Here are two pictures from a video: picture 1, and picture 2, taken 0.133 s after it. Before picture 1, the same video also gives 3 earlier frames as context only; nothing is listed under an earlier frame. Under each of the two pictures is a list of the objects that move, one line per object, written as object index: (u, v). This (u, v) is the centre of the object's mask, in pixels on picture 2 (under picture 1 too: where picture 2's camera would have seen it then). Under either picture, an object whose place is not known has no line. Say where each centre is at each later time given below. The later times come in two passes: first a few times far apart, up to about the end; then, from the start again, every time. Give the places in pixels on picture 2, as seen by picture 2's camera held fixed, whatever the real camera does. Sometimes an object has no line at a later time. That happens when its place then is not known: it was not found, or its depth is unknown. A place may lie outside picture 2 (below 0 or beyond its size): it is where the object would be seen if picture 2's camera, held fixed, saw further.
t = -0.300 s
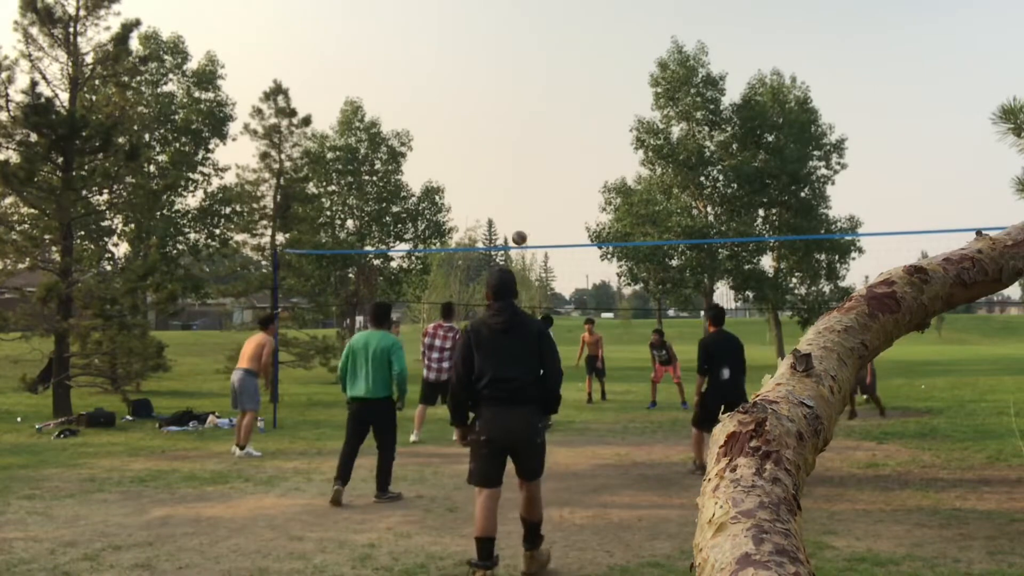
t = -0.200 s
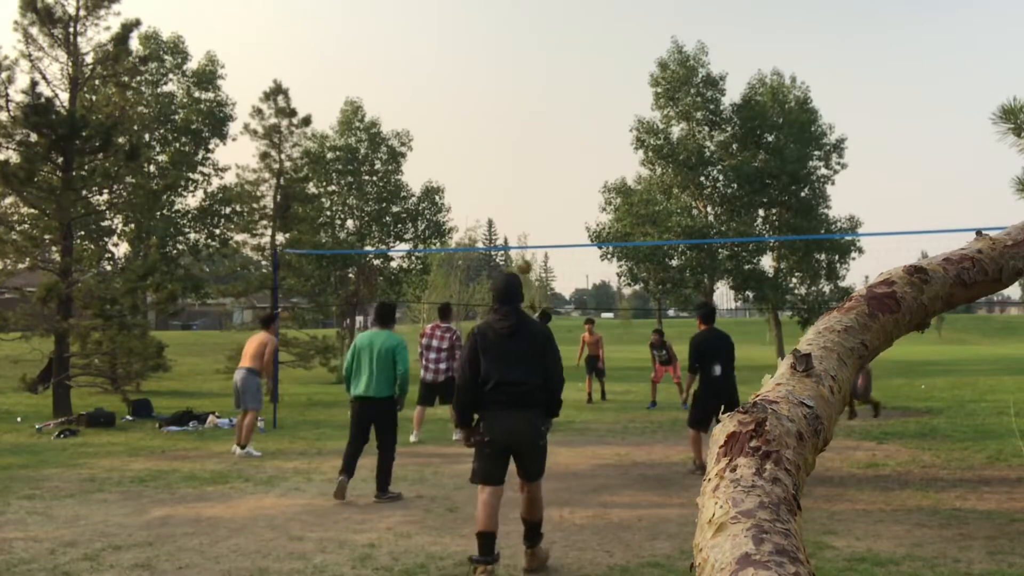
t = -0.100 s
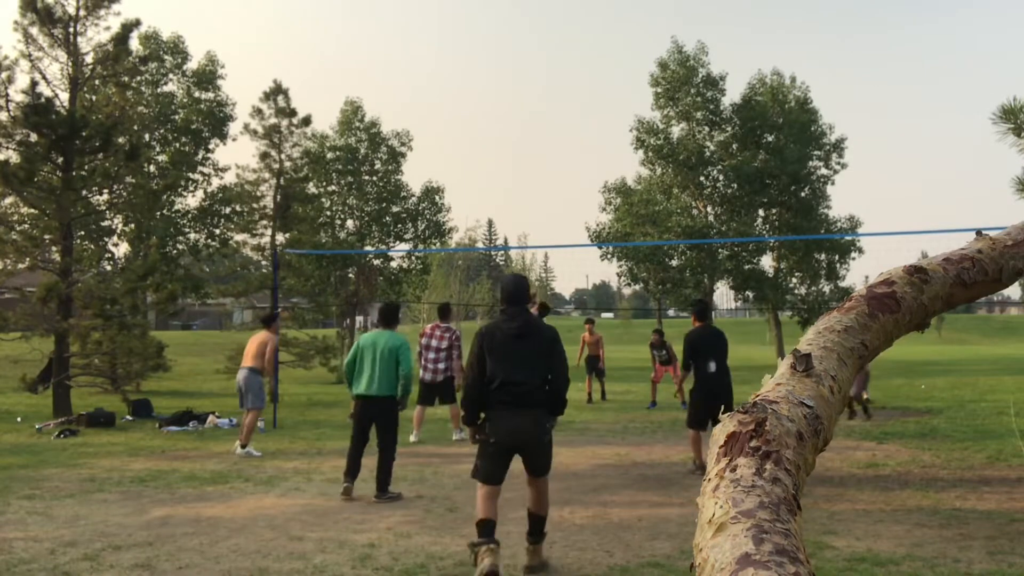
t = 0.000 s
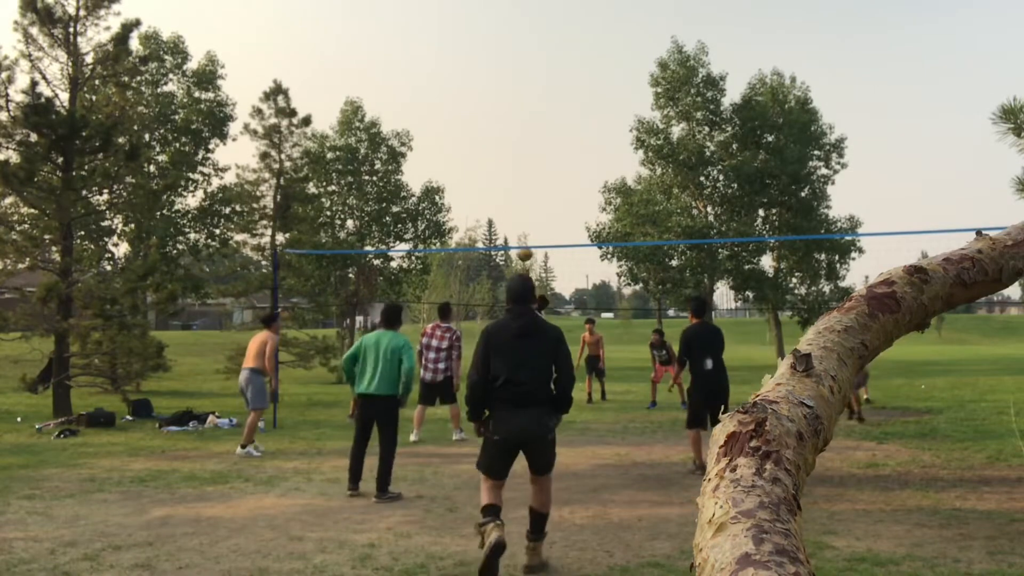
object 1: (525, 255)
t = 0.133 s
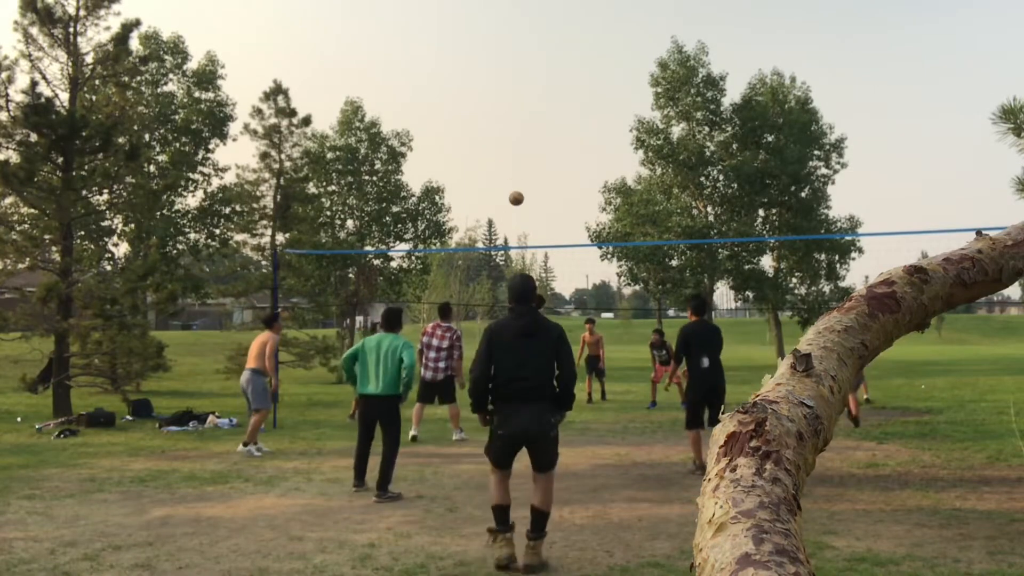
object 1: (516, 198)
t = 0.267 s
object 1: (508, 156)
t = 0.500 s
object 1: (495, 113)
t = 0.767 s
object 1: (481, 109)
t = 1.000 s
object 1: (468, 145)
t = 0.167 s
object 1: (514, 186)
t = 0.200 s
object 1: (512, 175)
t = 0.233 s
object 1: (510, 165)
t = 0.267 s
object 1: (508, 156)
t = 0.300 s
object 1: (506, 147)
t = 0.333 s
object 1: (504, 140)
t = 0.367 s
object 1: (502, 133)
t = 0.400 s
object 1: (501, 127)
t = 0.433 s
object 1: (499, 121)
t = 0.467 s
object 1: (497, 117)
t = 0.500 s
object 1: (495, 113)
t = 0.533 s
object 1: (493, 110)
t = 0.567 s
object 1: (492, 108)
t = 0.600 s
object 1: (490, 106)
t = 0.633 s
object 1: (488, 105)
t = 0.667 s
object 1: (486, 105)
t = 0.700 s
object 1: (484, 106)
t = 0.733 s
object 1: (483, 107)
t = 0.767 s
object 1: (481, 109)
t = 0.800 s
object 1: (479, 112)
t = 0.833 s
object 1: (477, 116)
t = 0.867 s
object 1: (475, 120)
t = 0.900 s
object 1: (473, 125)
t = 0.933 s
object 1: (472, 131)
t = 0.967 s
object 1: (470, 138)
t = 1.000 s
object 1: (468, 145)
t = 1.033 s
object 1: (466, 153)
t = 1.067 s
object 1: (464, 162)
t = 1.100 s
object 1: (462, 172)
